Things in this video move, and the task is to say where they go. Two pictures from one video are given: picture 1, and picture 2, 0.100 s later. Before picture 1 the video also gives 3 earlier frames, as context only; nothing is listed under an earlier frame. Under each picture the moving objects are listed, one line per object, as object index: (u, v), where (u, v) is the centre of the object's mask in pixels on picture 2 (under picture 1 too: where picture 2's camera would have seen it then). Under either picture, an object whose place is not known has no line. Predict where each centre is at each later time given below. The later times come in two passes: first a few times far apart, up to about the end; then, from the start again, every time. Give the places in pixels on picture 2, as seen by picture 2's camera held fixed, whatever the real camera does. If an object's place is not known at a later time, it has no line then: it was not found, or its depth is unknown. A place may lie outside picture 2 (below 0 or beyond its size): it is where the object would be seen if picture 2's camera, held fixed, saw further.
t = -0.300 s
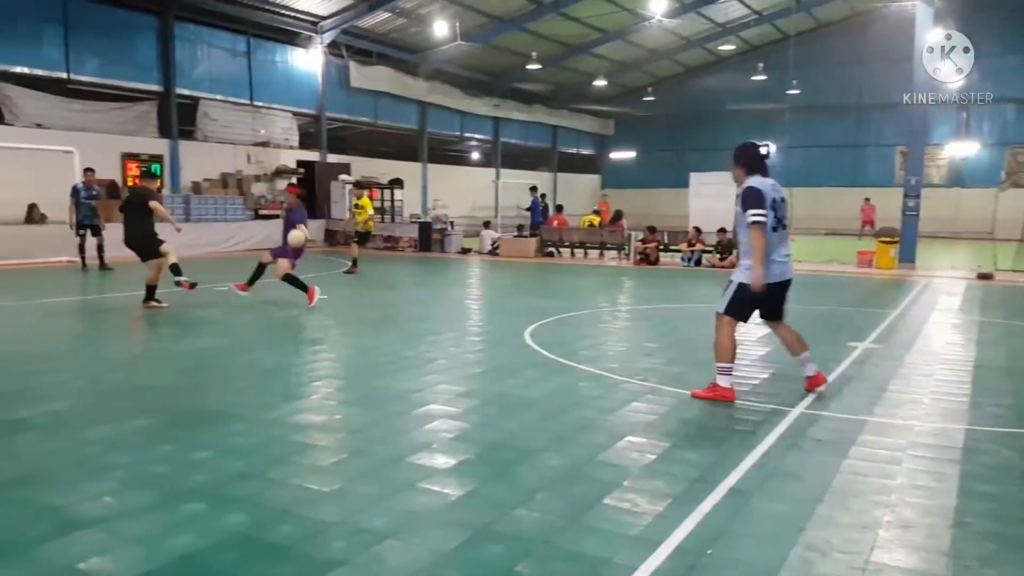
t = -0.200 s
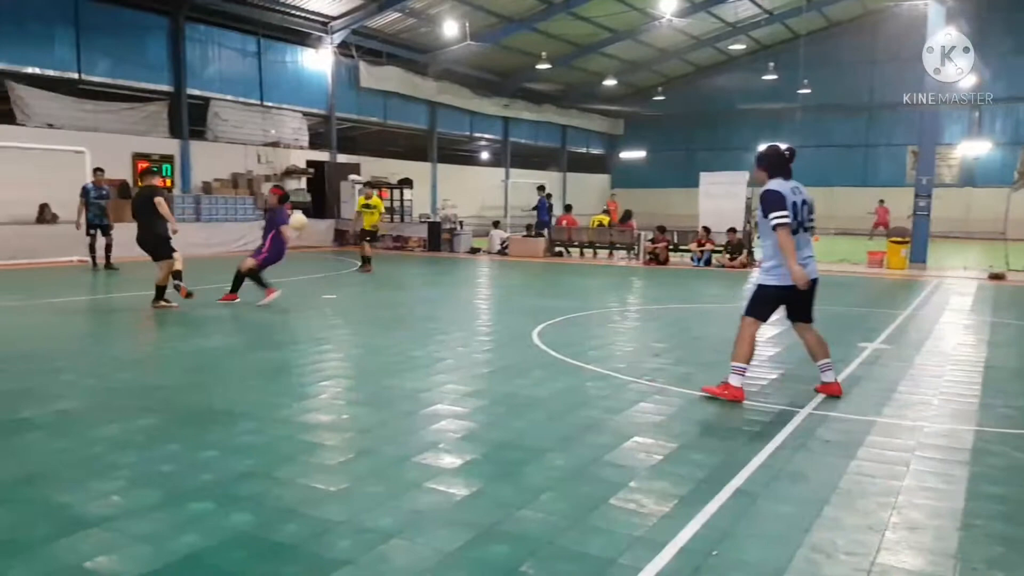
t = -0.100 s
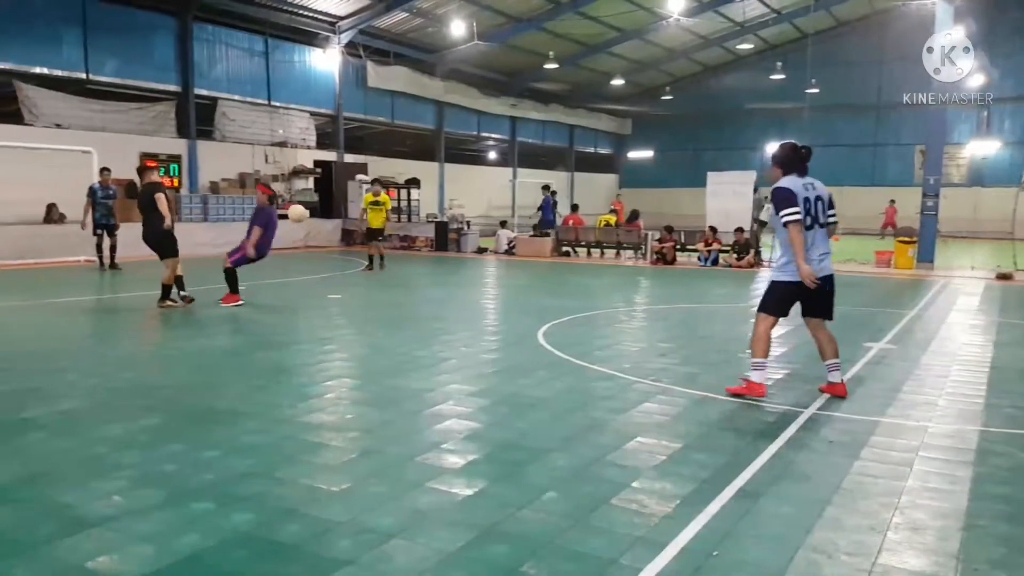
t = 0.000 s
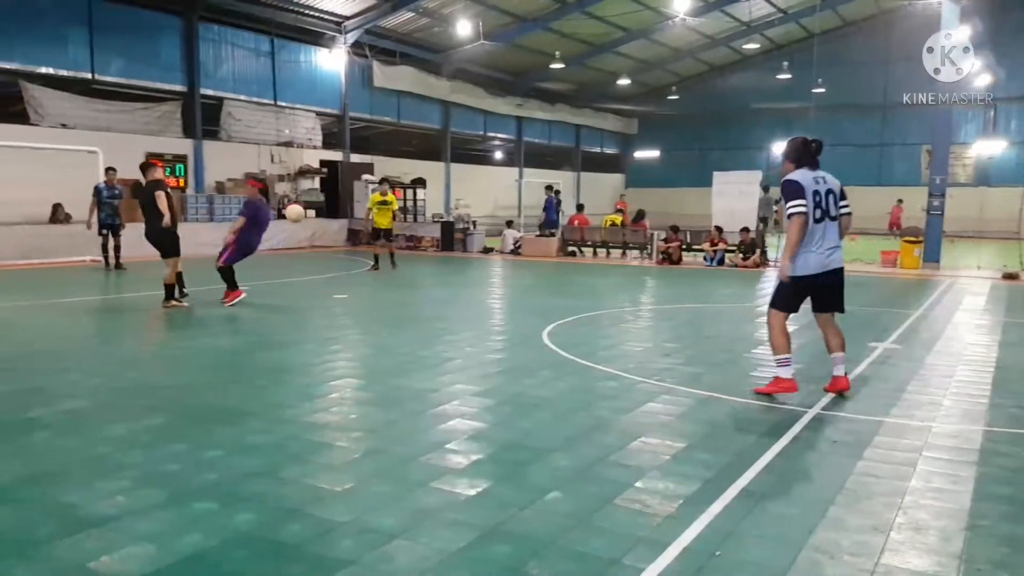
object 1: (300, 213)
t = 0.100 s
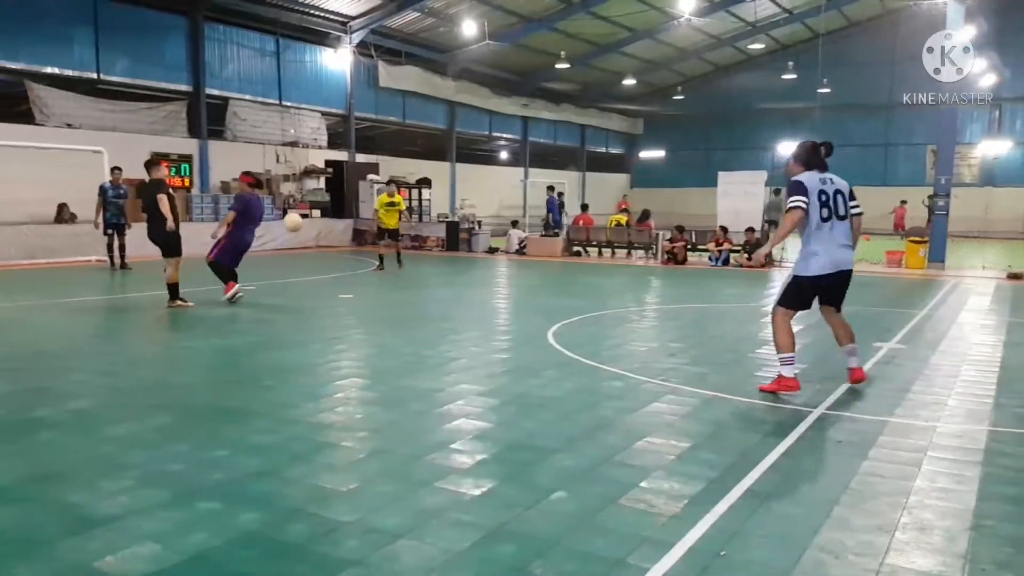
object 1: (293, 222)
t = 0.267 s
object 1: (282, 259)
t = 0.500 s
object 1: (286, 298)
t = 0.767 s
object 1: (324, 293)
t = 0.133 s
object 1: (291, 227)
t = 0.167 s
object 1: (288, 234)
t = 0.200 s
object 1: (286, 241)
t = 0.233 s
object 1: (284, 249)
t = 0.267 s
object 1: (282, 259)
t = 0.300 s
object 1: (279, 270)
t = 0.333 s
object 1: (277, 282)
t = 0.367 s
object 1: (275, 295)
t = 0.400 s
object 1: (272, 311)
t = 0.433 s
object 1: (275, 310)
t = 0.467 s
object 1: (280, 304)
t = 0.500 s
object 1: (286, 298)
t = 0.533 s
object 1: (290, 294)
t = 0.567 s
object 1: (294, 291)
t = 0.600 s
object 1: (298, 288)
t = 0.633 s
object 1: (304, 287)
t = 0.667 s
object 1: (309, 287)
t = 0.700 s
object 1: (315, 288)
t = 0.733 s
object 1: (319, 290)
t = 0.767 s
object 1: (324, 293)
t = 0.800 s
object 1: (329, 297)
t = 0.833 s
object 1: (333, 302)
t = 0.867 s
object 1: (339, 309)
